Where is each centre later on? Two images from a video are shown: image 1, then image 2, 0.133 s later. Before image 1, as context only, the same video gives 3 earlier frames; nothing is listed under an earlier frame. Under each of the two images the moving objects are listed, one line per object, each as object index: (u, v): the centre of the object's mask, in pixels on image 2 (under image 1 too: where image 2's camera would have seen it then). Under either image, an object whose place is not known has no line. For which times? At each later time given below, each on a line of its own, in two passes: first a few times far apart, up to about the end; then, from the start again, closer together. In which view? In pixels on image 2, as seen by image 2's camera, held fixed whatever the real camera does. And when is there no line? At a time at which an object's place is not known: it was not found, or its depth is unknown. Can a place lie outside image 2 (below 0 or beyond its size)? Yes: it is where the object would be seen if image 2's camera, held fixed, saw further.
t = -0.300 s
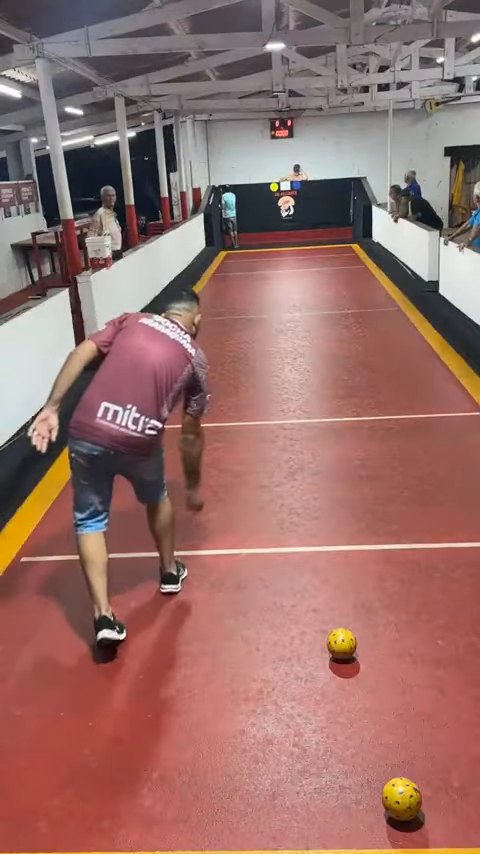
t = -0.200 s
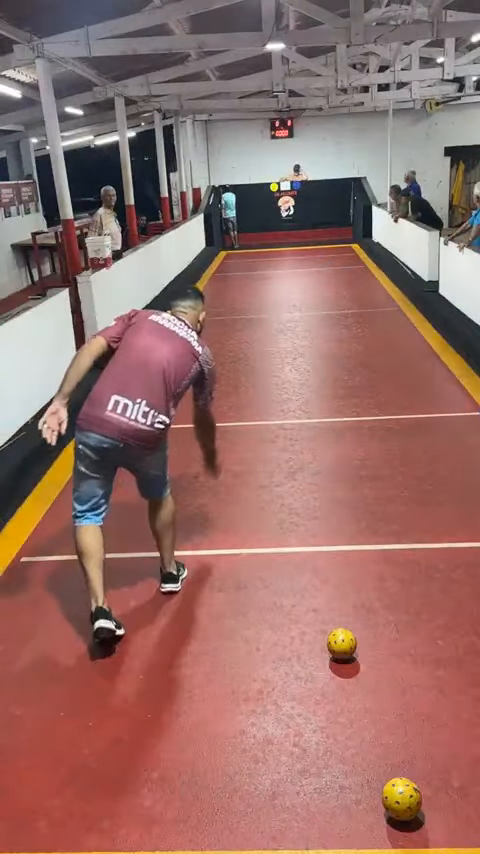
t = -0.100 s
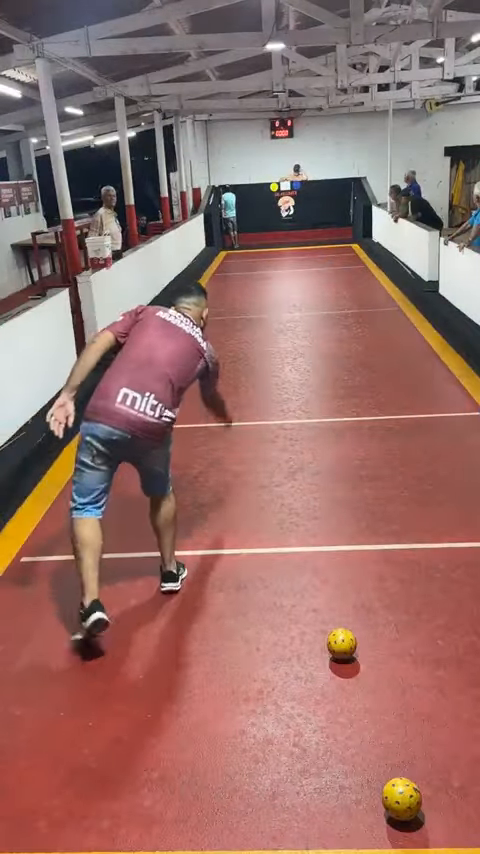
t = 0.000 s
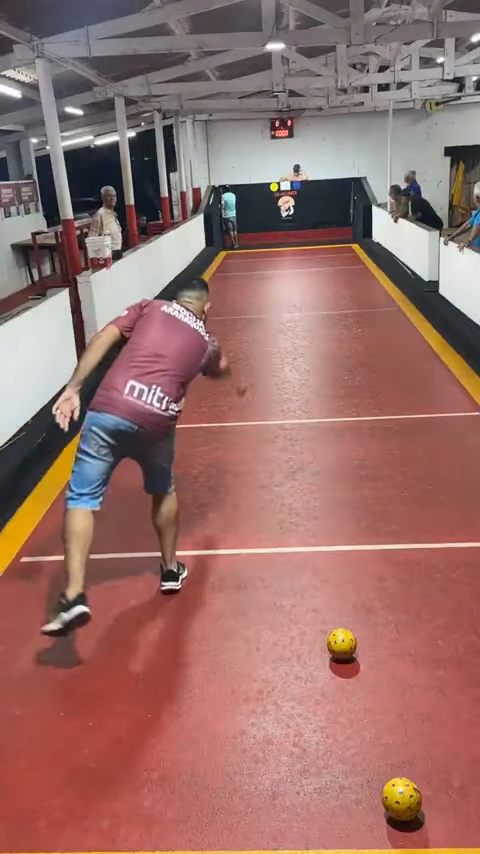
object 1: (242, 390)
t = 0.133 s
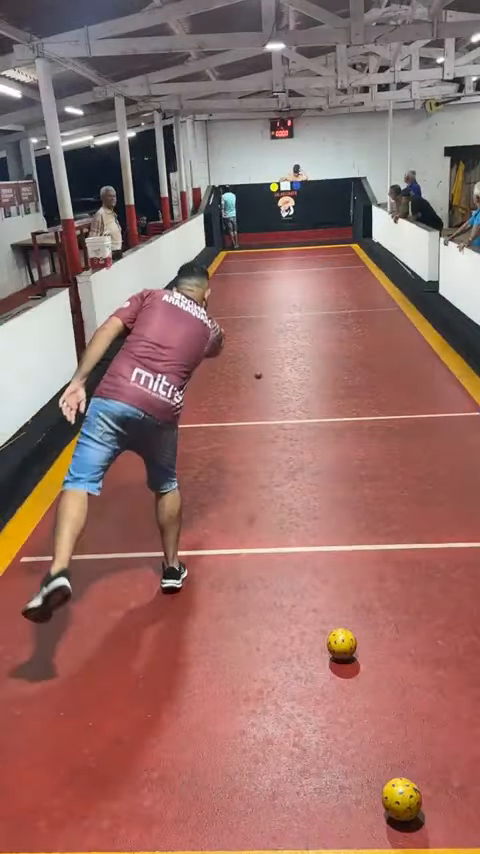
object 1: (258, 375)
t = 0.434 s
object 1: (288, 408)
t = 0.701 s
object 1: (300, 388)
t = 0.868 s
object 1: (306, 377)
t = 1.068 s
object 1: (313, 364)
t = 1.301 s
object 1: (321, 351)
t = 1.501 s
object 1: (326, 340)
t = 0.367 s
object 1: (282, 404)
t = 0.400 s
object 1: (286, 412)
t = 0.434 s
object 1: (288, 408)
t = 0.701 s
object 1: (300, 388)
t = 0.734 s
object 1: (301, 386)
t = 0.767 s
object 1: (303, 384)
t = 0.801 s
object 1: (304, 381)
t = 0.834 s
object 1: (305, 380)
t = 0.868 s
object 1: (306, 377)
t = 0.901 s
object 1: (308, 374)
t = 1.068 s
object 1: (313, 364)
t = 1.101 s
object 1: (315, 363)
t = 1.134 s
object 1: (316, 361)
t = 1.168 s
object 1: (317, 358)
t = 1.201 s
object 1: (318, 356)
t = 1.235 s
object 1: (319, 355)
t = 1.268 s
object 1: (320, 353)
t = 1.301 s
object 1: (321, 351)
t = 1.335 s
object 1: (322, 349)
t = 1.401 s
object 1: (324, 345)
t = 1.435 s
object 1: (324, 344)
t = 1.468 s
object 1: (325, 342)
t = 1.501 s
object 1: (326, 340)
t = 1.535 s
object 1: (327, 340)
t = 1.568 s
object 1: (328, 338)
